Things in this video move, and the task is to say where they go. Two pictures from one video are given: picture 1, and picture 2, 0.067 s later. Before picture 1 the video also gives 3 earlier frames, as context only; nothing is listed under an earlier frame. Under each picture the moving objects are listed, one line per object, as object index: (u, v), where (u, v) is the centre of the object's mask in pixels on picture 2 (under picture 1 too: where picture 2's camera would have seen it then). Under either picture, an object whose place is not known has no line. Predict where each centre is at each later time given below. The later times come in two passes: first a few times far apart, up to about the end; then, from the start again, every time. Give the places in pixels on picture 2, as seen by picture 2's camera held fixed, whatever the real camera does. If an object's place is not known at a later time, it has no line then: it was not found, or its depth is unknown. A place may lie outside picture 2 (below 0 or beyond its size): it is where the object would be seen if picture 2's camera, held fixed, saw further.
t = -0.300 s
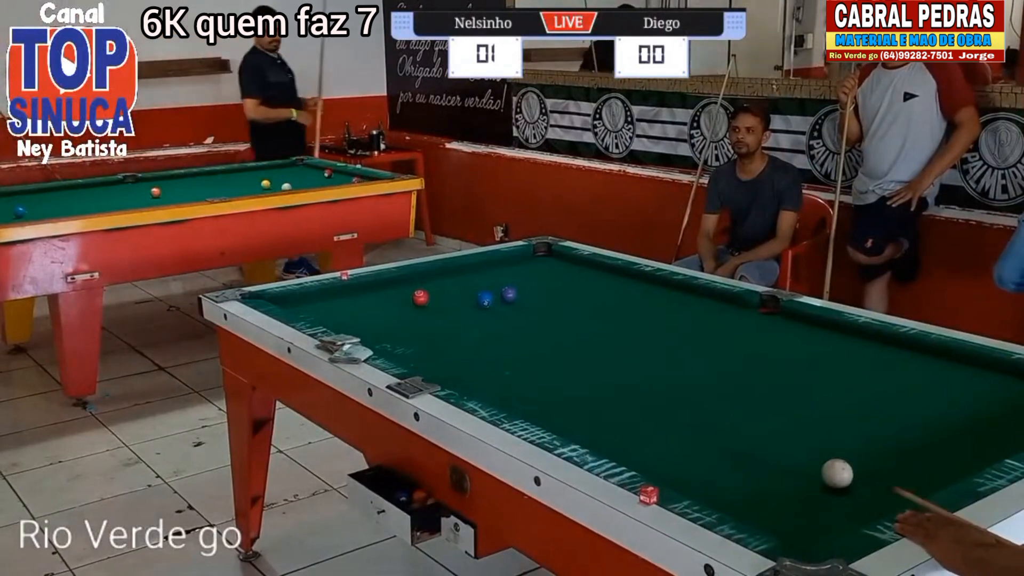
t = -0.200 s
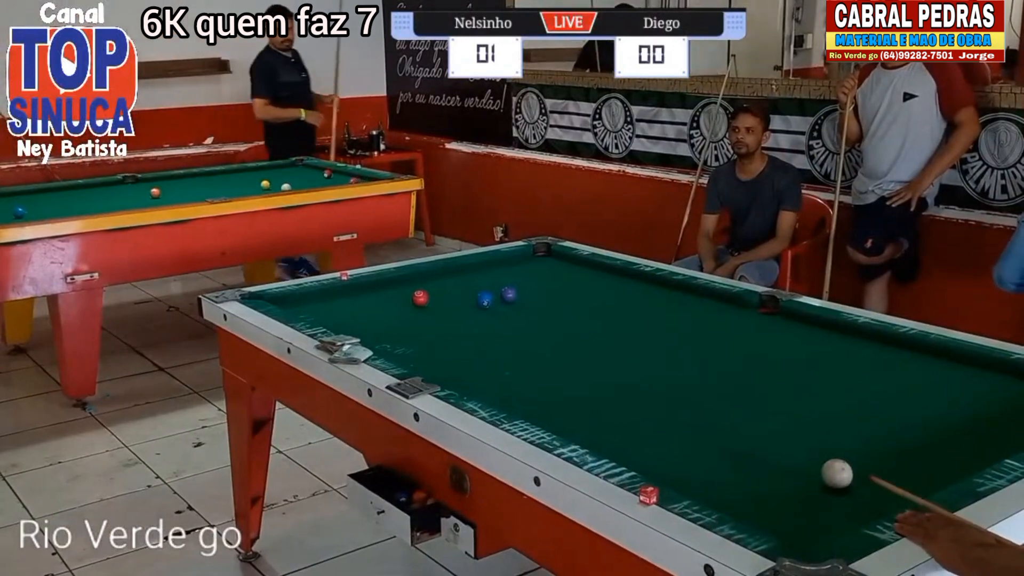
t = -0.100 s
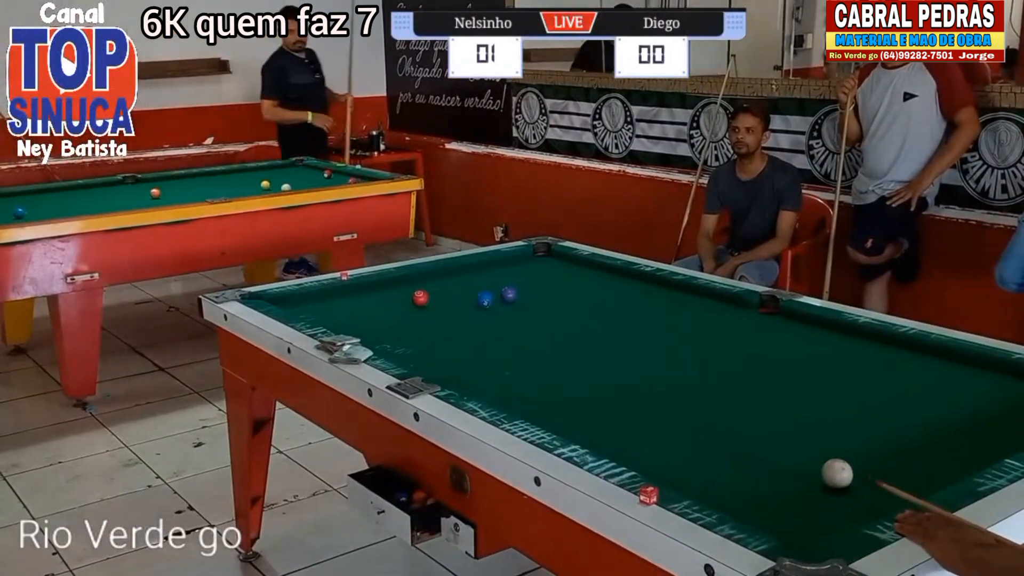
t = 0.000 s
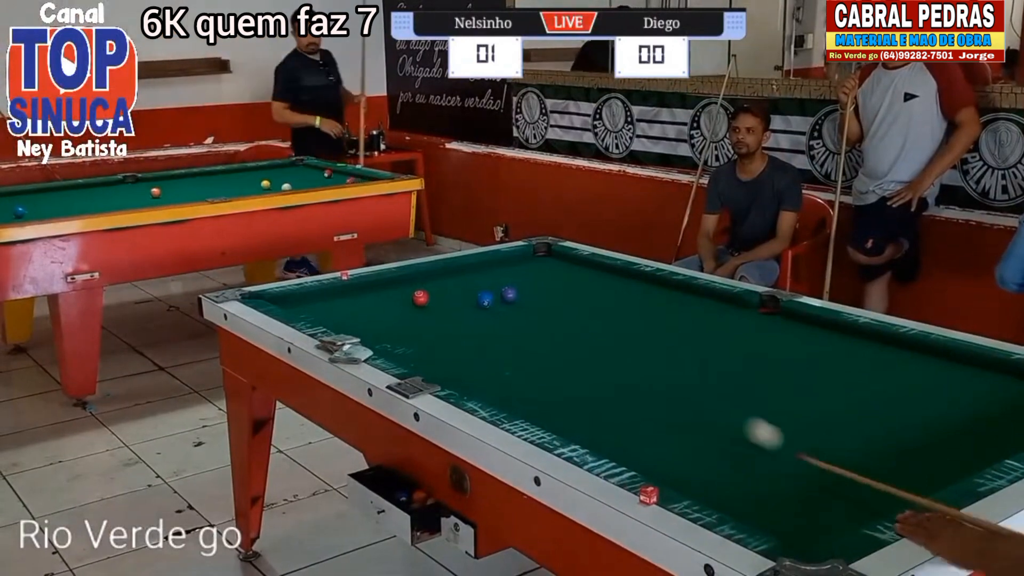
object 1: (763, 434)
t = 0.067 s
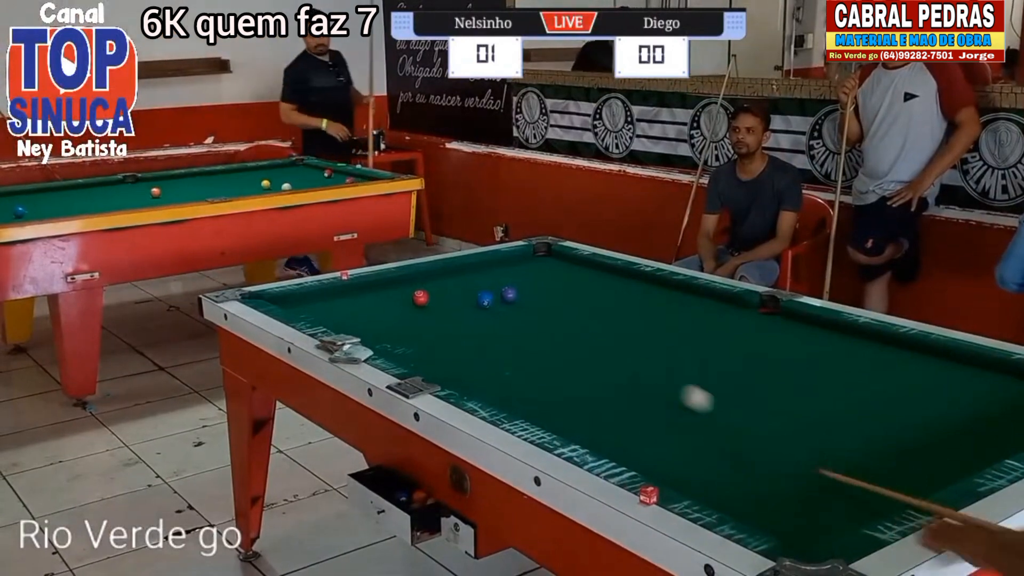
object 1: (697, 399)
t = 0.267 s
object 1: (554, 324)
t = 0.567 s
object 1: (459, 277)
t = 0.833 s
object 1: (498, 280)
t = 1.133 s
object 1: (589, 299)
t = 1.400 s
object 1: (679, 318)
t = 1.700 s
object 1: (796, 343)
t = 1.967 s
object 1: (916, 368)
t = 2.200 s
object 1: (1021, 391)
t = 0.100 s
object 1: (668, 384)
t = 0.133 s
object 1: (641, 370)
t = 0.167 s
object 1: (616, 357)
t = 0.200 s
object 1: (594, 345)
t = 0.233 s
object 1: (573, 334)
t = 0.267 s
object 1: (554, 324)
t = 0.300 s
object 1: (535, 314)
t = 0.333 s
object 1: (518, 305)
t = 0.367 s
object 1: (502, 297)
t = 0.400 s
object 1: (495, 294)
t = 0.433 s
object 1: (488, 291)
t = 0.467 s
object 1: (481, 288)
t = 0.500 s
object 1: (474, 285)
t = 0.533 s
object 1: (467, 281)
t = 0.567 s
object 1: (459, 277)
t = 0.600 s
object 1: (451, 273)
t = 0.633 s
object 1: (444, 270)
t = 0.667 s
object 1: (450, 269)
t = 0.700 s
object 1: (460, 272)
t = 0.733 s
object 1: (470, 274)
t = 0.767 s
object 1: (479, 276)
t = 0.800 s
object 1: (488, 278)
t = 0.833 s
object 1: (498, 280)
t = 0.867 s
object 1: (507, 282)
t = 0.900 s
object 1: (517, 284)
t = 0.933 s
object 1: (527, 286)
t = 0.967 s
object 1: (537, 289)
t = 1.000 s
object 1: (547, 290)
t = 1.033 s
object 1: (557, 293)
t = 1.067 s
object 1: (568, 295)
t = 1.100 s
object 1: (578, 297)
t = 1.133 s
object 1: (589, 299)
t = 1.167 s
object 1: (600, 302)
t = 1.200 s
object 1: (610, 304)
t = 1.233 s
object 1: (621, 306)
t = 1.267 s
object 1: (633, 308)
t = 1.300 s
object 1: (644, 311)
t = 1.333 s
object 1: (656, 313)
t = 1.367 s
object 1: (667, 316)
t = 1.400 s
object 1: (679, 318)
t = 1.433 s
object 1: (691, 321)
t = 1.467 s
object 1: (703, 323)
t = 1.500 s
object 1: (716, 326)
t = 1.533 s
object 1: (729, 328)
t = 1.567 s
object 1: (742, 331)
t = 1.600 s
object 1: (755, 334)
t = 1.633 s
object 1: (768, 337)
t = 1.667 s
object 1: (782, 339)
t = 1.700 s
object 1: (796, 343)
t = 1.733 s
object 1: (810, 345)
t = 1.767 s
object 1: (824, 348)
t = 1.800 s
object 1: (839, 352)
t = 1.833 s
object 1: (854, 355)
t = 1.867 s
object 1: (869, 358)
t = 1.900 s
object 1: (884, 361)
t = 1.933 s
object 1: (900, 364)
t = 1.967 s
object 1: (916, 368)
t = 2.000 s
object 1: (932, 371)
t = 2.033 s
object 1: (948, 375)
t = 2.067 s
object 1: (965, 378)
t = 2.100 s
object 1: (982, 382)
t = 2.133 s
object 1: (999, 385)
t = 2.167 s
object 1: (1013, 388)
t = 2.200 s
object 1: (1021, 391)
